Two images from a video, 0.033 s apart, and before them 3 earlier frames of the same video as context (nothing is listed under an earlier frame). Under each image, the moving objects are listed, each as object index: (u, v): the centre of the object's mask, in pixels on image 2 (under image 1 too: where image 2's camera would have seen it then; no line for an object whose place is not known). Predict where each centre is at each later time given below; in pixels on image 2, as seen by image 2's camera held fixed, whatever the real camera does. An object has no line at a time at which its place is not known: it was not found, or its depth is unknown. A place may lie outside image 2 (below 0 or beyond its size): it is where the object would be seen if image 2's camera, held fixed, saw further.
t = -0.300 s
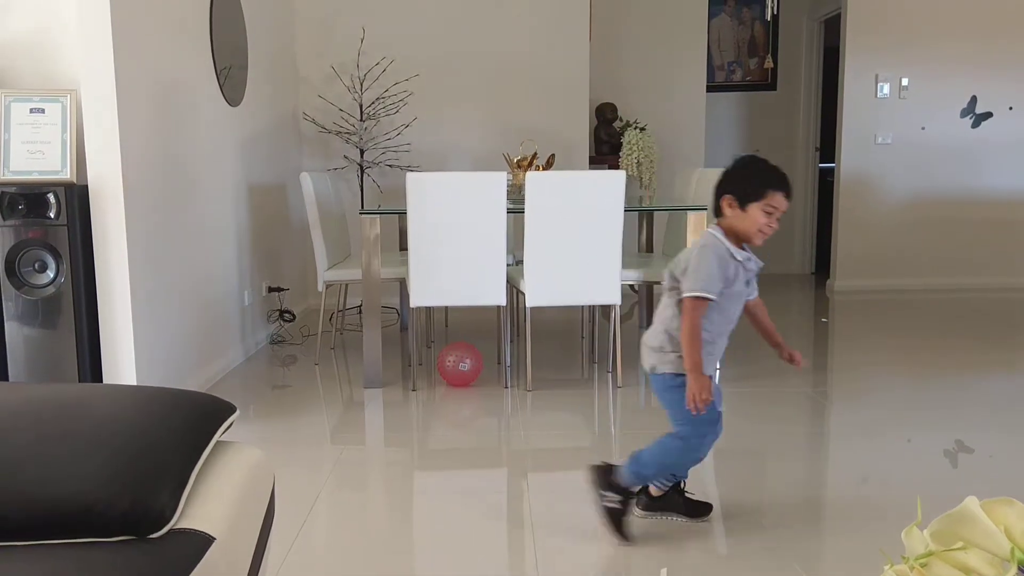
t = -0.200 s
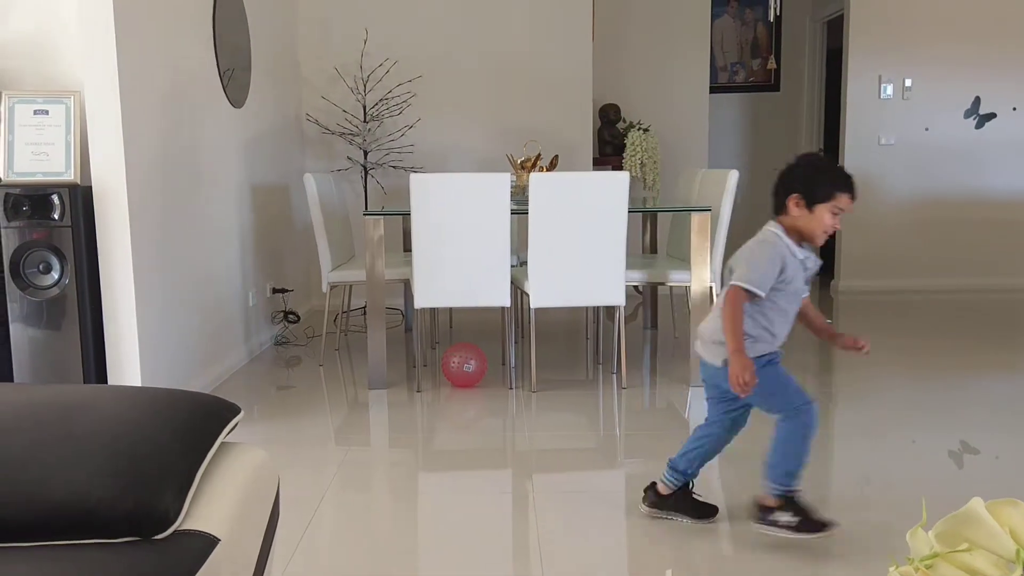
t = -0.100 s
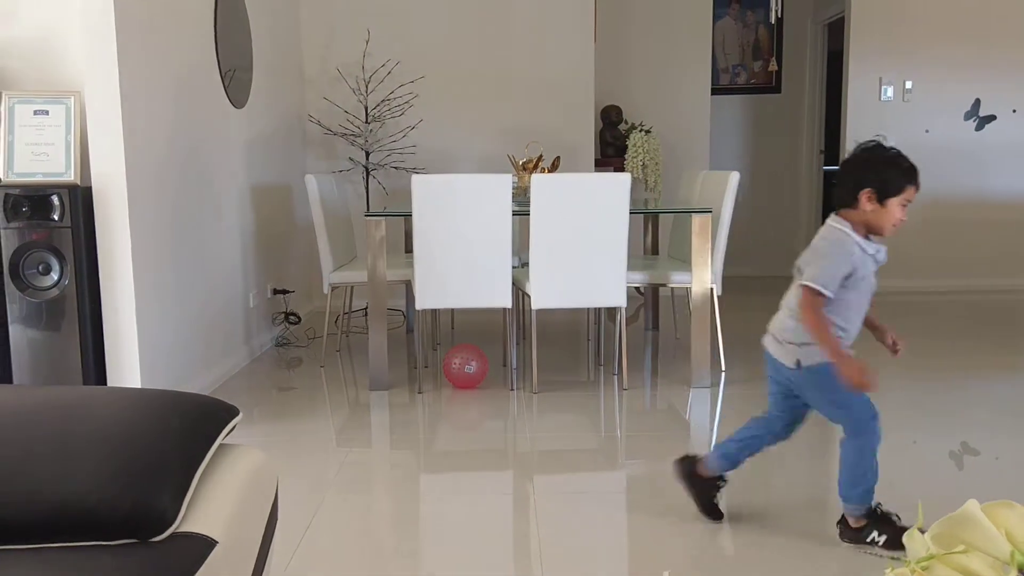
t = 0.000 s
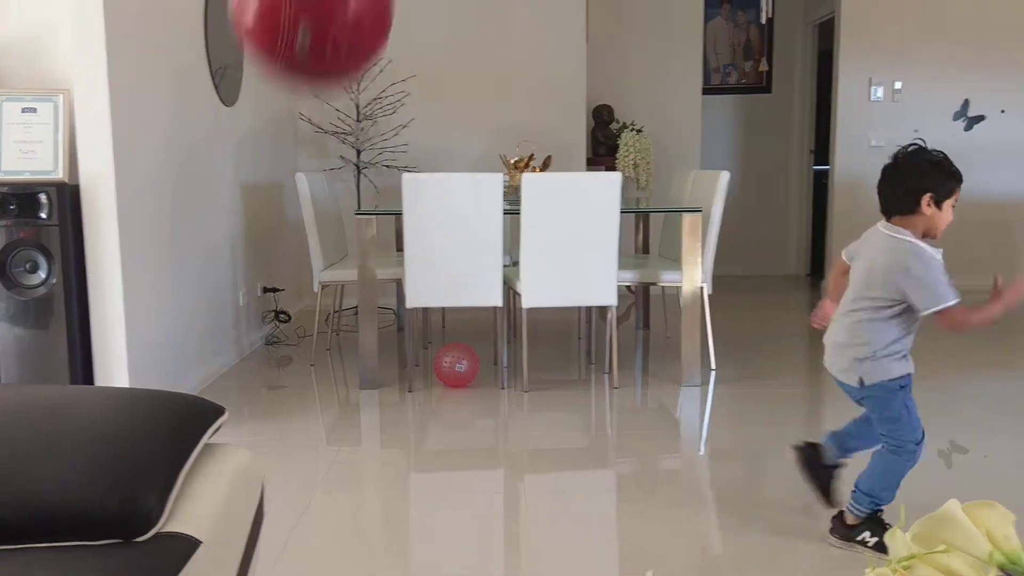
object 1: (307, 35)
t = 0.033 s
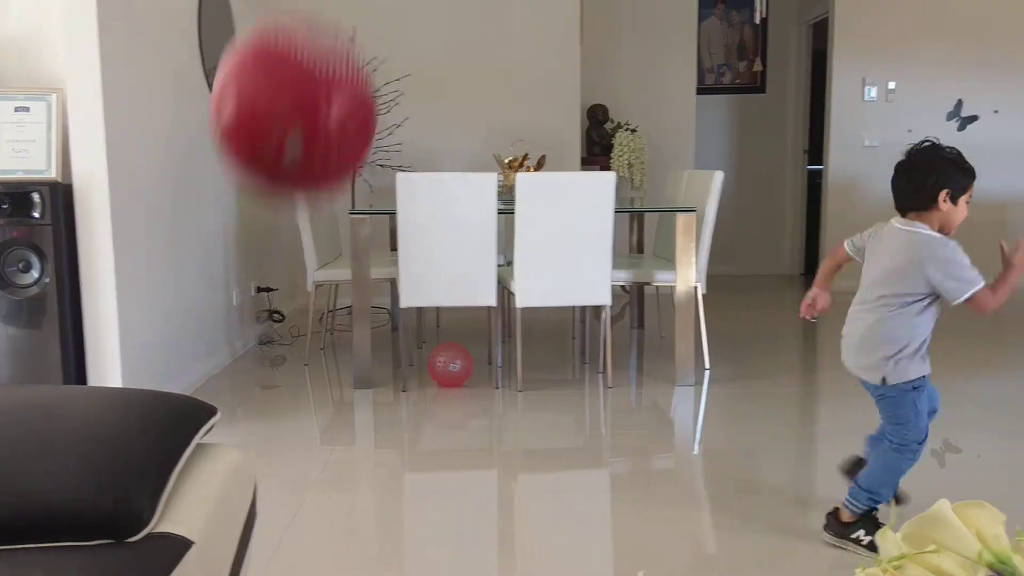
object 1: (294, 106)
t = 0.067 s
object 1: (289, 233)
